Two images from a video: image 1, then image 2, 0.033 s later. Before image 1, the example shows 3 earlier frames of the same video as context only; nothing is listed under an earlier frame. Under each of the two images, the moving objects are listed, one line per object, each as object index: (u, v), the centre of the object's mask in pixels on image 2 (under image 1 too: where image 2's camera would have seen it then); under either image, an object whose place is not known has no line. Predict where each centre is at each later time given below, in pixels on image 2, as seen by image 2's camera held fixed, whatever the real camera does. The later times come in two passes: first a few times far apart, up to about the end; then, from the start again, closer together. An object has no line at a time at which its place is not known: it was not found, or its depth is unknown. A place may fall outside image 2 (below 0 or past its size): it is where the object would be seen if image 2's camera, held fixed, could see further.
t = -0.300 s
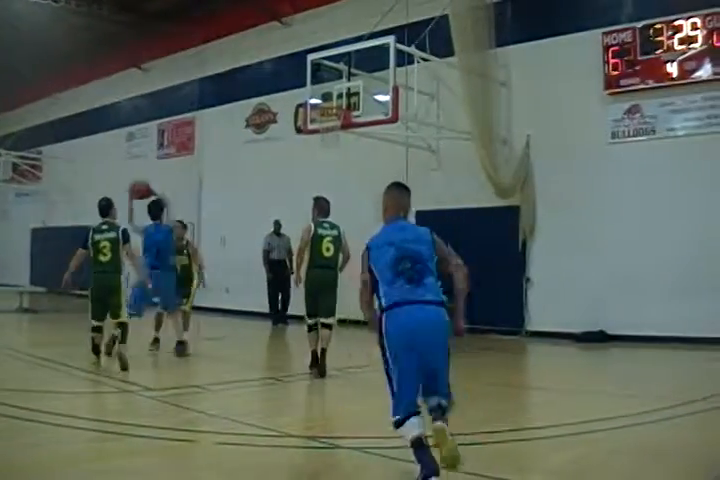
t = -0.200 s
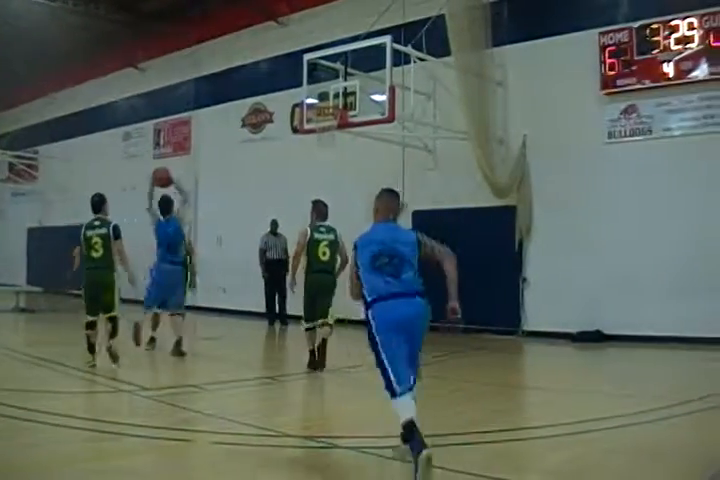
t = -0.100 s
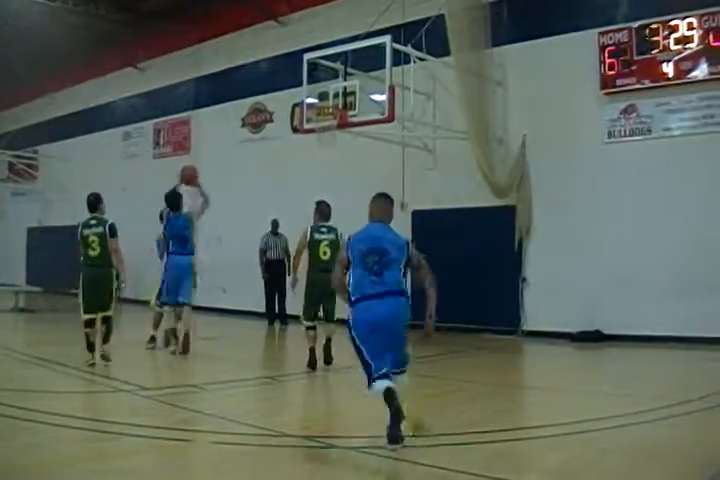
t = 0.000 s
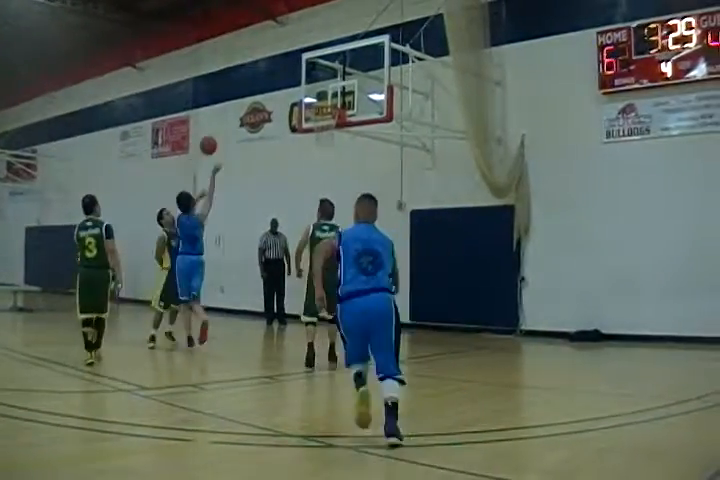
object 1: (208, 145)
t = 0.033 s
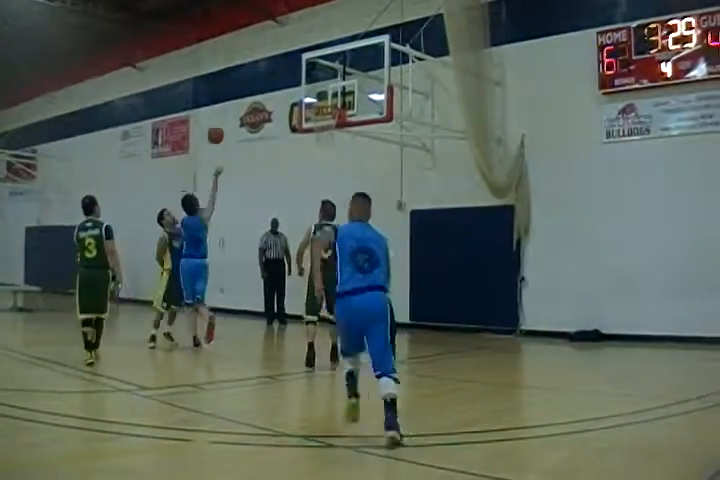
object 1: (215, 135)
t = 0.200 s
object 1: (244, 96)
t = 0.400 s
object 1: (277, 81)
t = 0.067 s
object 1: (221, 124)
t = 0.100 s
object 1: (227, 117)
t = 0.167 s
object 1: (239, 102)
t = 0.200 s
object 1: (244, 96)
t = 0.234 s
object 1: (252, 91)
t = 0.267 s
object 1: (255, 89)
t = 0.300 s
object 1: (258, 86)
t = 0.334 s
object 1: (264, 83)
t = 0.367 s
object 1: (271, 83)
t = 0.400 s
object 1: (277, 81)
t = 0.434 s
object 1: (282, 83)
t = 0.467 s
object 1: (288, 85)
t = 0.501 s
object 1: (294, 87)
